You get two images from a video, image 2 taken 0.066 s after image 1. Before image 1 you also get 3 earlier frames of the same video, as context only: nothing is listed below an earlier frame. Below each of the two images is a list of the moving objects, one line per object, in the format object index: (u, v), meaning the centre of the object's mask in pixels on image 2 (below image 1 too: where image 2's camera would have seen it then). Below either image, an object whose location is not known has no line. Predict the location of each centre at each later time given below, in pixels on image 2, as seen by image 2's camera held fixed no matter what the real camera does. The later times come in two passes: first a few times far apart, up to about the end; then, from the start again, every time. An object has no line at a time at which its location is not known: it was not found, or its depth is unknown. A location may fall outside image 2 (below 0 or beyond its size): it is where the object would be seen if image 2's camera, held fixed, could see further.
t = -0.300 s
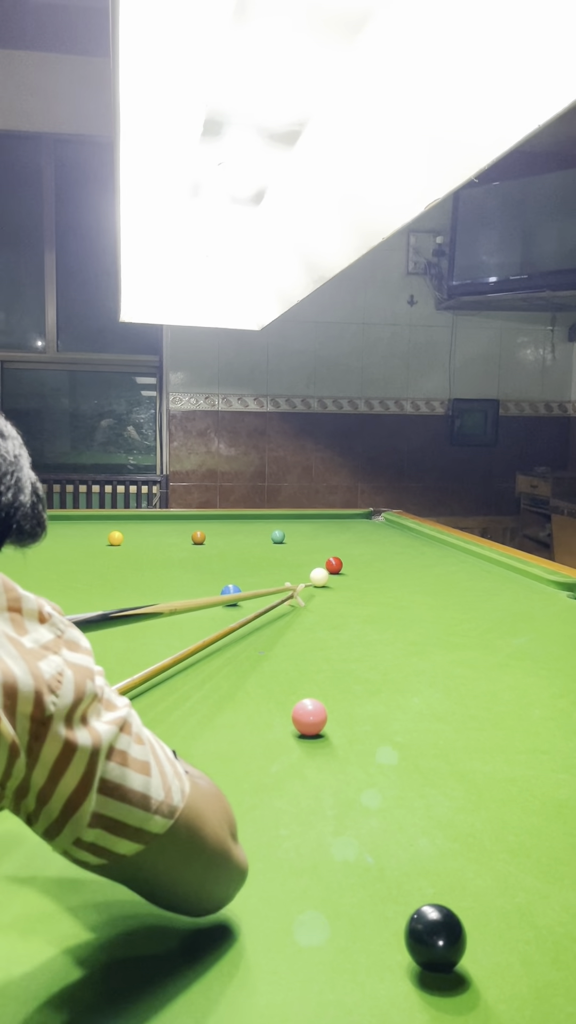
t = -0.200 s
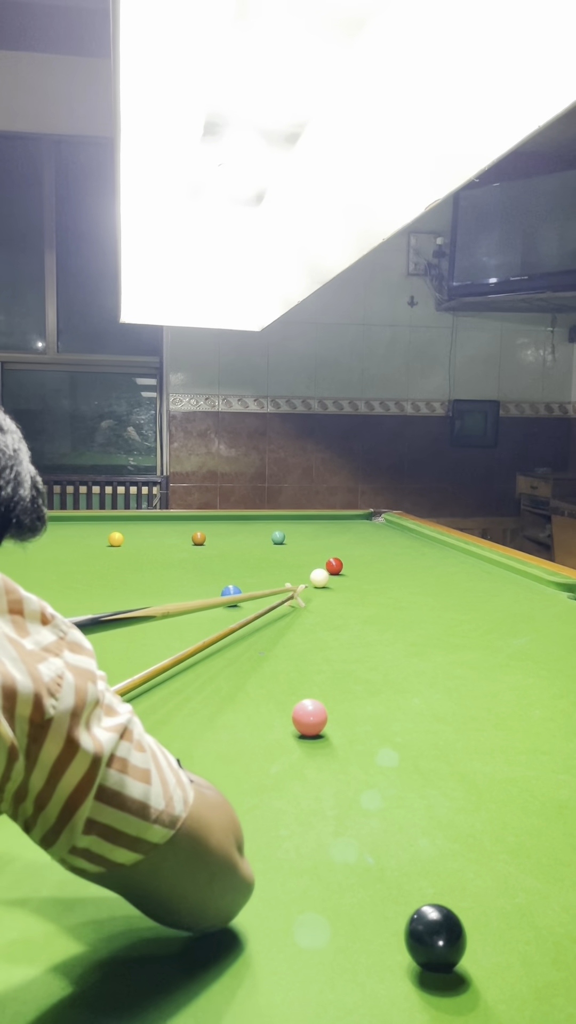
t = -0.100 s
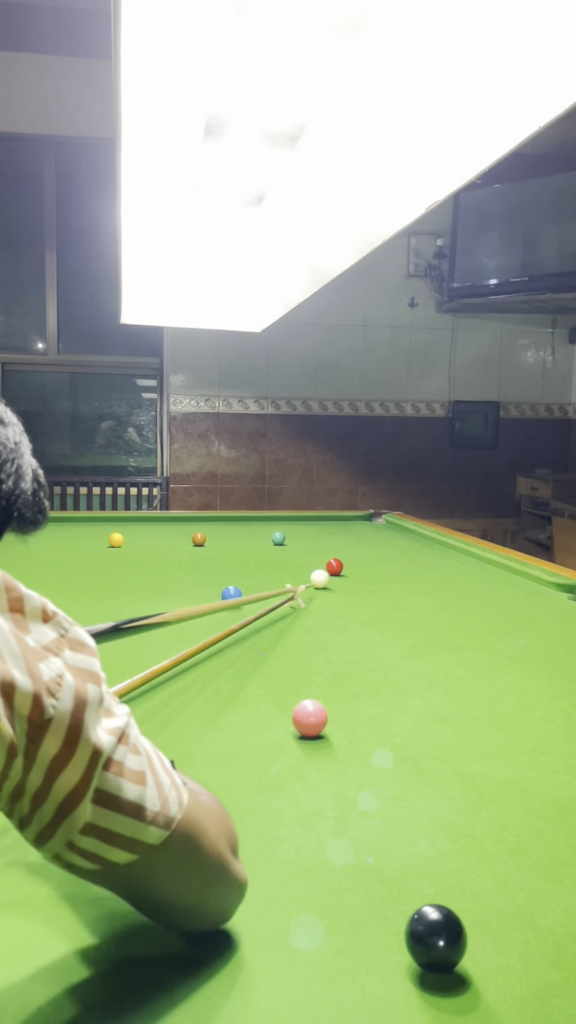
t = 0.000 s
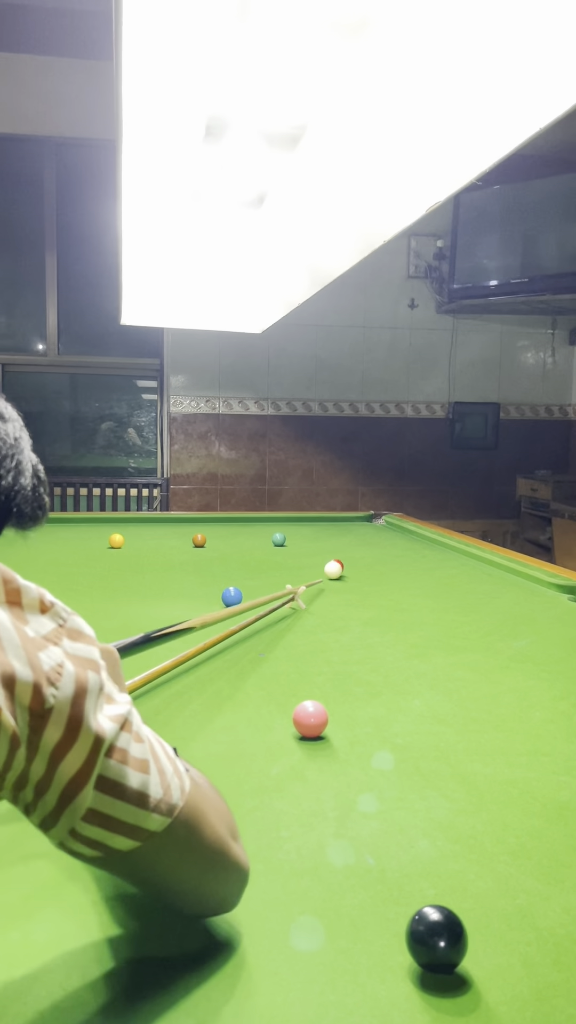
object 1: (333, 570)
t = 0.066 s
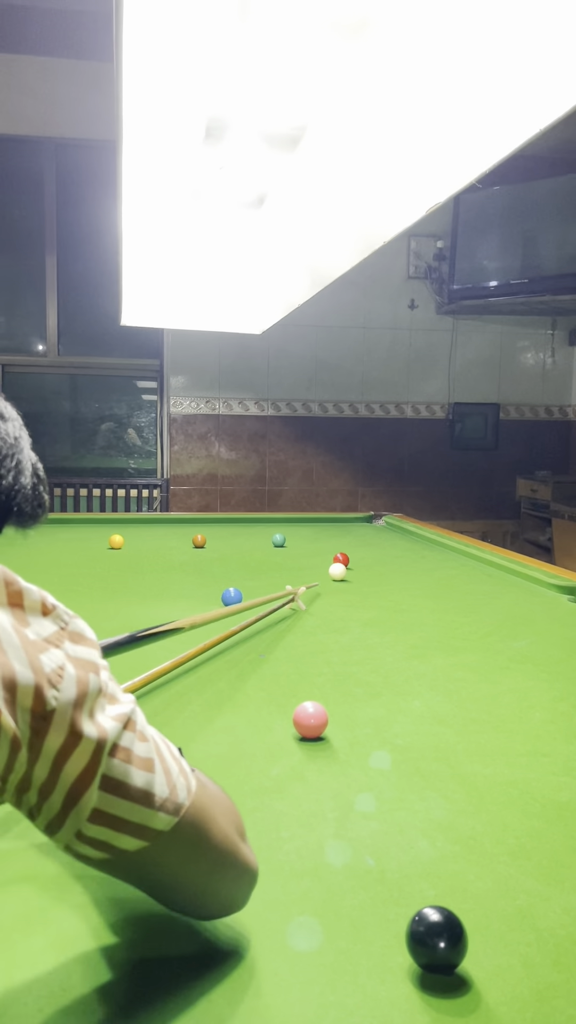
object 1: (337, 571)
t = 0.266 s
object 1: (345, 573)
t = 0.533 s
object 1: (354, 576)
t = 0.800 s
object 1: (360, 578)
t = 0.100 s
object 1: (339, 572)
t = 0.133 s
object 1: (340, 572)
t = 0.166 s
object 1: (341, 572)
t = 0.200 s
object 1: (343, 573)
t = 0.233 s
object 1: (344, 573)
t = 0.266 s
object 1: (345, 573)
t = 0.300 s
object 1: (346, 573)
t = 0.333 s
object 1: (348, 574)
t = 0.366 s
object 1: (349, 574)
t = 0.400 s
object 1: (350, 574)
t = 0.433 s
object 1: (351, 575)
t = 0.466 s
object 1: (352, 575)
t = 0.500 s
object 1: (353, 575)
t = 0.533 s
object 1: (354, 576)
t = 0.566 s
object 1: (355, 576)
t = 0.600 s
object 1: (356, 576)
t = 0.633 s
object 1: (357, 576)
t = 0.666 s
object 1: (358, 577)
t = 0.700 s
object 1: (358, 577)
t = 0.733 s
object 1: (359, 577)
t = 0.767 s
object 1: (360, 577)
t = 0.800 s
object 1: (360, 578)
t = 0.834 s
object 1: (360, 578)
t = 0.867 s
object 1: (361, 578)
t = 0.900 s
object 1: (361, 579)
